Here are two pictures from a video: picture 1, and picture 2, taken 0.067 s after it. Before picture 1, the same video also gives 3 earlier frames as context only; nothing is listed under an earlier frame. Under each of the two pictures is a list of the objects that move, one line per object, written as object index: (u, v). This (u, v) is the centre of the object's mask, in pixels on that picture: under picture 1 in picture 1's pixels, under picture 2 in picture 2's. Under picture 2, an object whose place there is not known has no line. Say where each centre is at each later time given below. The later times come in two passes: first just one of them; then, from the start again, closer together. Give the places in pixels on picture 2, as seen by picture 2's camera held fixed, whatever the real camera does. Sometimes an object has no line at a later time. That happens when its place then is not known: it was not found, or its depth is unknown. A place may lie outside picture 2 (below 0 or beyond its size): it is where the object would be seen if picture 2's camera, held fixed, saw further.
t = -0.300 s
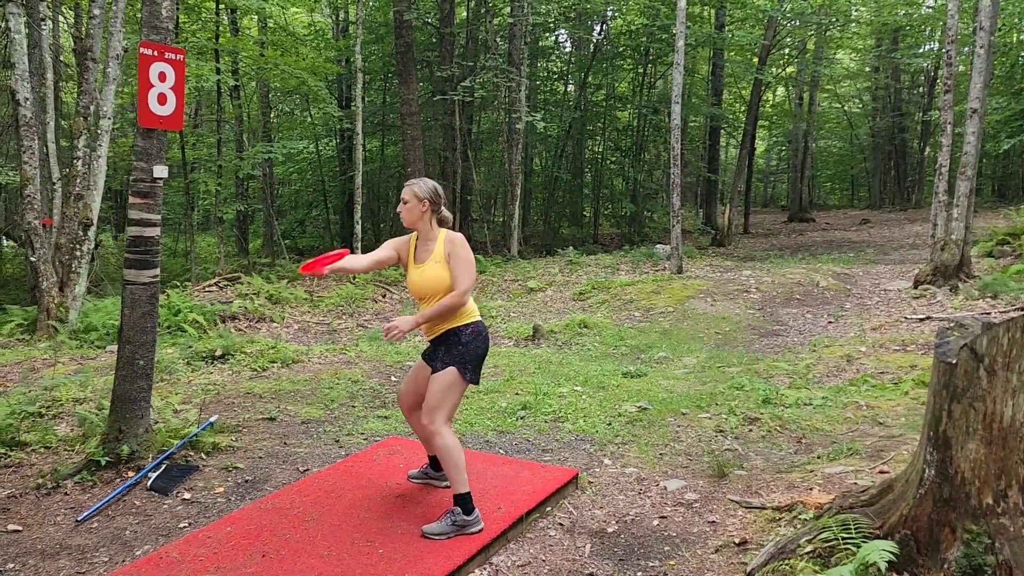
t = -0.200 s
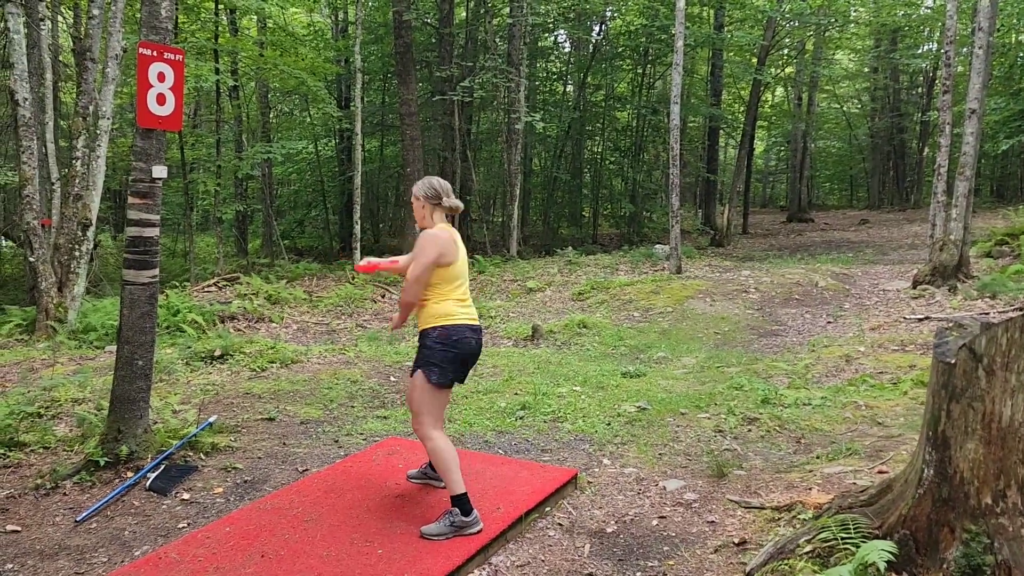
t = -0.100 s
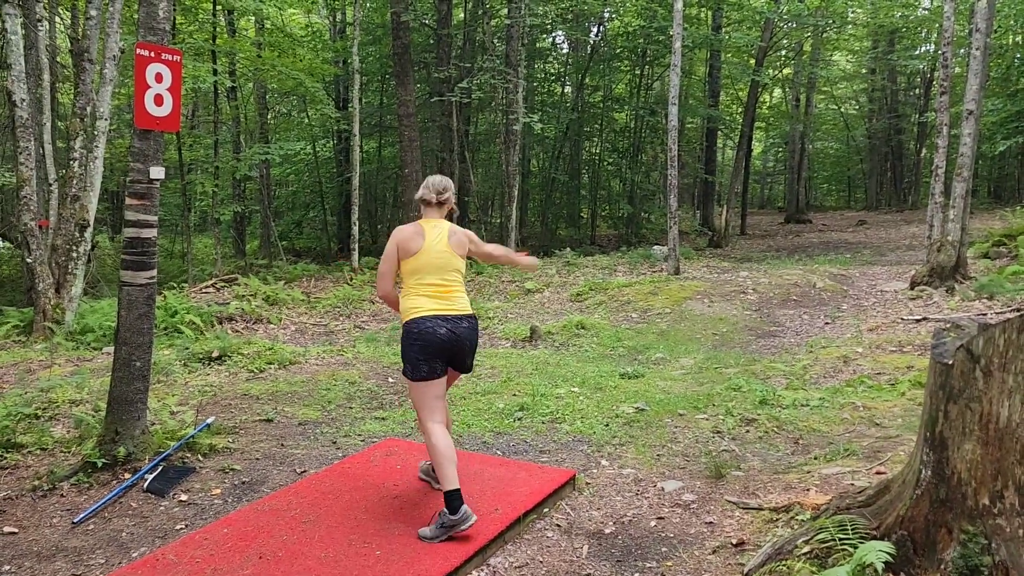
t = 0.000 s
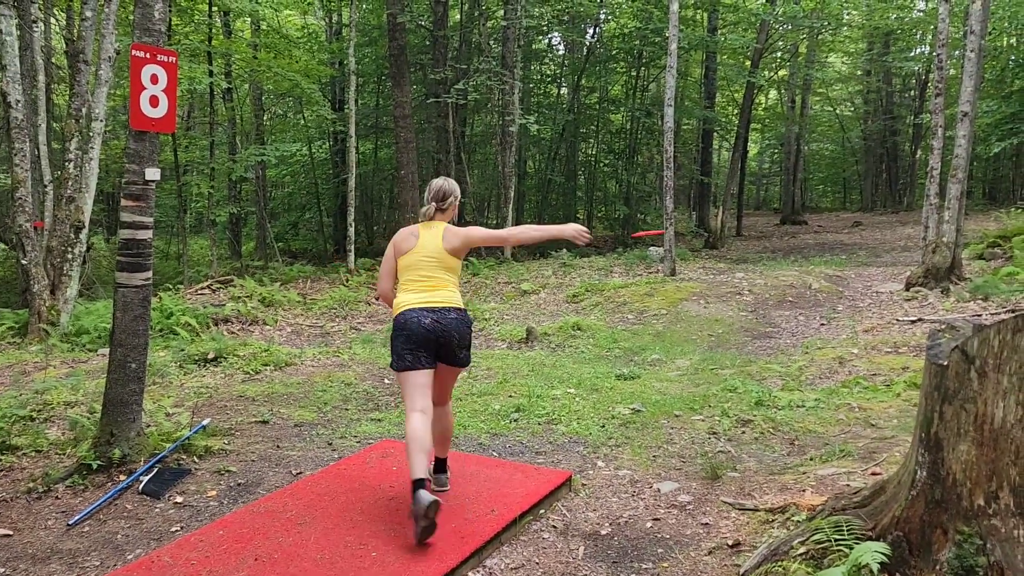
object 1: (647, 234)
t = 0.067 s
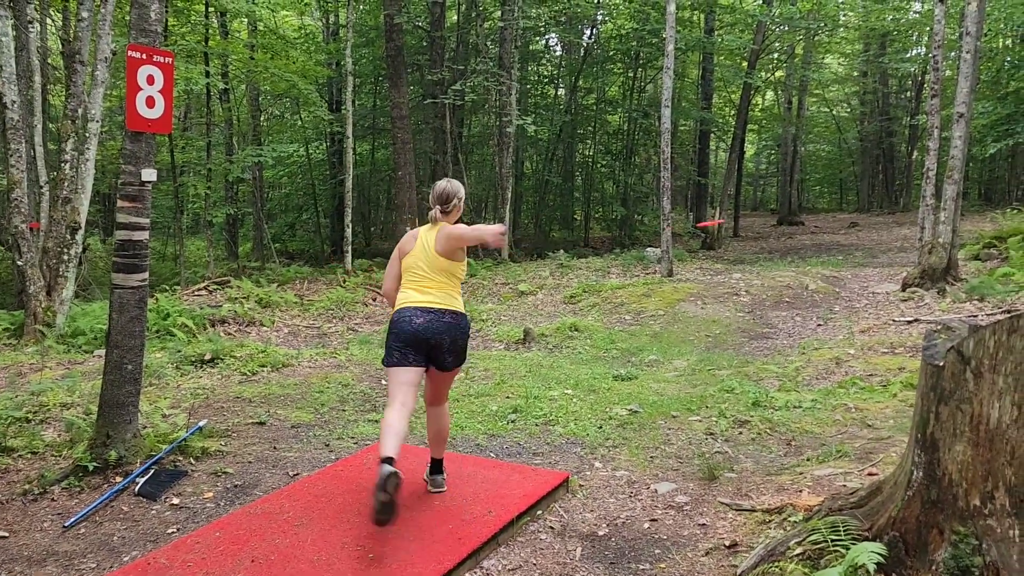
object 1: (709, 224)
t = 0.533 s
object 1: (904, 201)
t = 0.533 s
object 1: (904, 201)
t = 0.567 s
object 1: (911, 200)
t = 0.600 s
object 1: (914, 201)
